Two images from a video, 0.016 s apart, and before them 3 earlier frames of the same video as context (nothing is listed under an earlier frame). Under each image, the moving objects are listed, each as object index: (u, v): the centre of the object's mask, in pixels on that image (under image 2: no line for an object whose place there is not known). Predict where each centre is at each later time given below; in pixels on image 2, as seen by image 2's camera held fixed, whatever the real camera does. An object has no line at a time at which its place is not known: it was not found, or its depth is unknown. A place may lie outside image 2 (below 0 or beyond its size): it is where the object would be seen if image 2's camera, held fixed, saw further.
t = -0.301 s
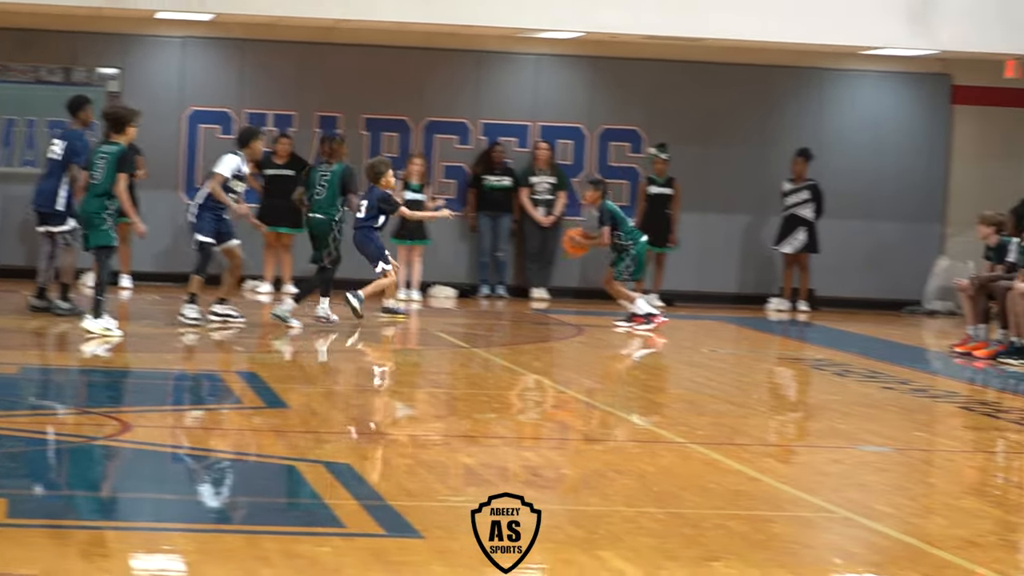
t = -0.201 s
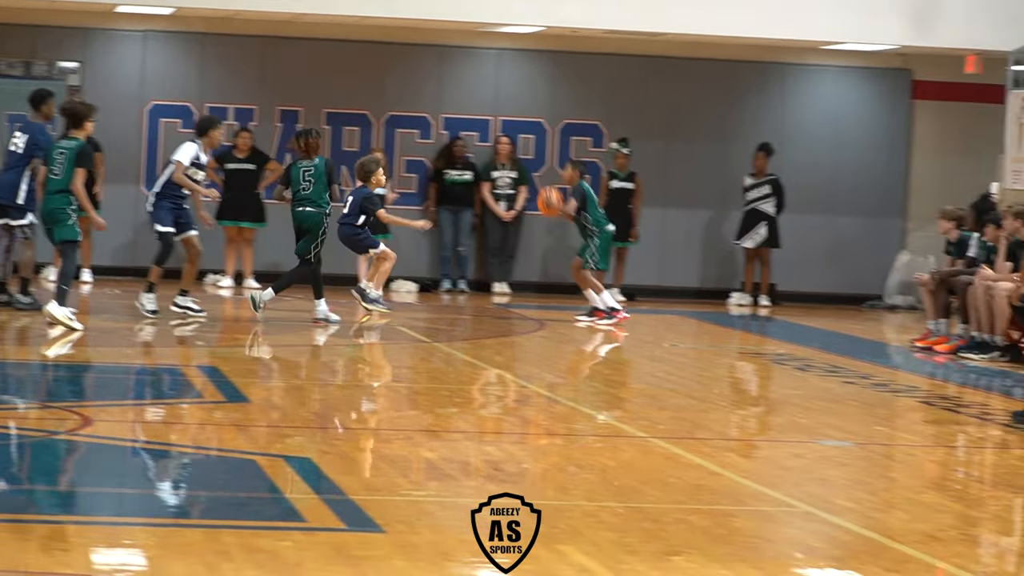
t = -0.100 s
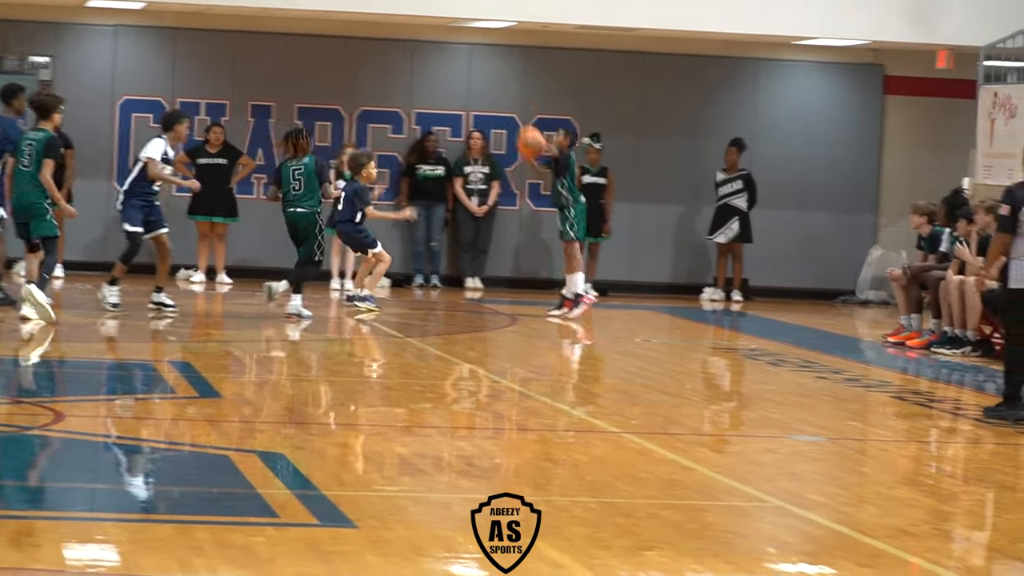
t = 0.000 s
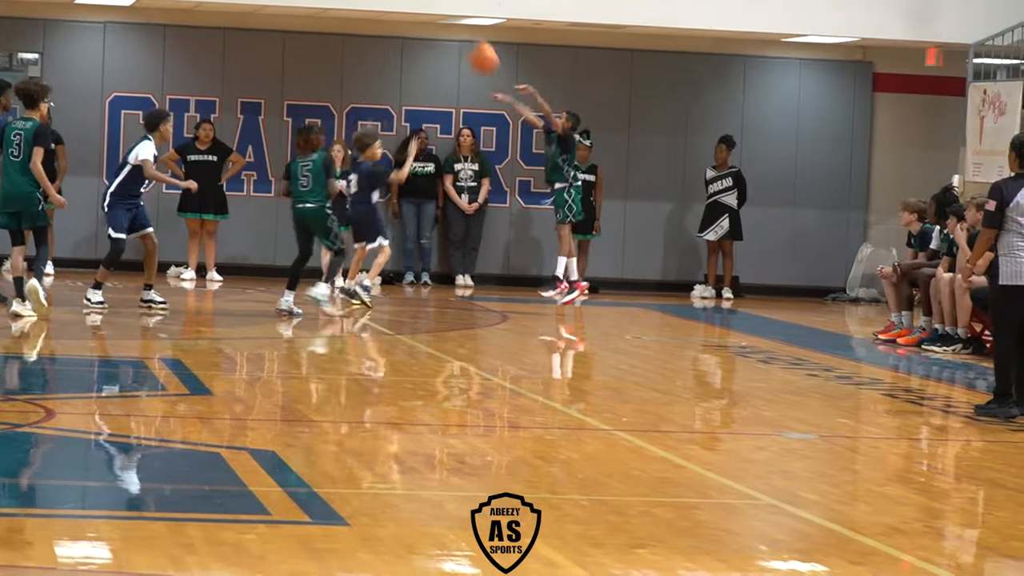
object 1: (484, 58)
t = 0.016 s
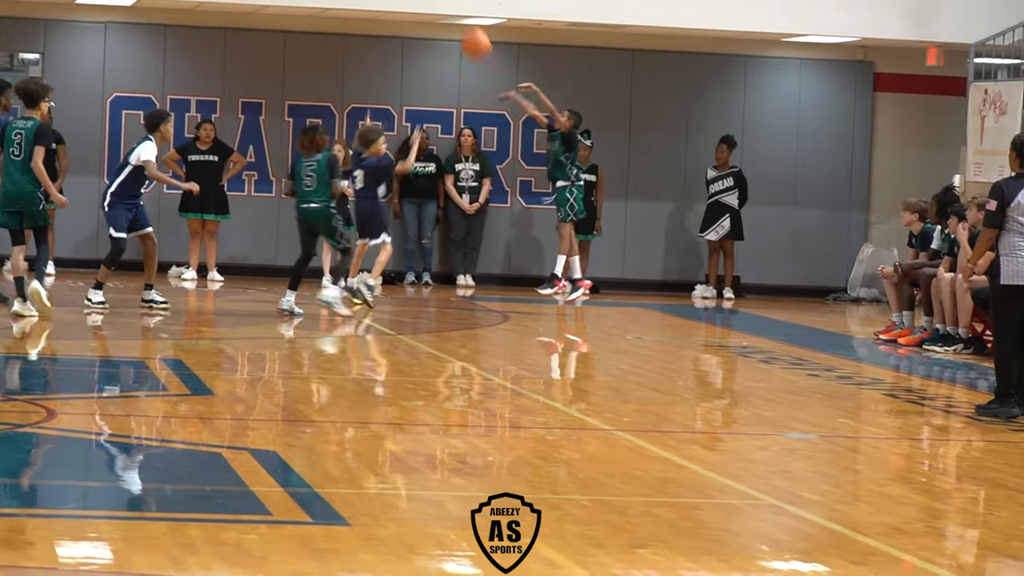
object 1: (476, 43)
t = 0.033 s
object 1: (469, 32)
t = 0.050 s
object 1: (461, 19)
